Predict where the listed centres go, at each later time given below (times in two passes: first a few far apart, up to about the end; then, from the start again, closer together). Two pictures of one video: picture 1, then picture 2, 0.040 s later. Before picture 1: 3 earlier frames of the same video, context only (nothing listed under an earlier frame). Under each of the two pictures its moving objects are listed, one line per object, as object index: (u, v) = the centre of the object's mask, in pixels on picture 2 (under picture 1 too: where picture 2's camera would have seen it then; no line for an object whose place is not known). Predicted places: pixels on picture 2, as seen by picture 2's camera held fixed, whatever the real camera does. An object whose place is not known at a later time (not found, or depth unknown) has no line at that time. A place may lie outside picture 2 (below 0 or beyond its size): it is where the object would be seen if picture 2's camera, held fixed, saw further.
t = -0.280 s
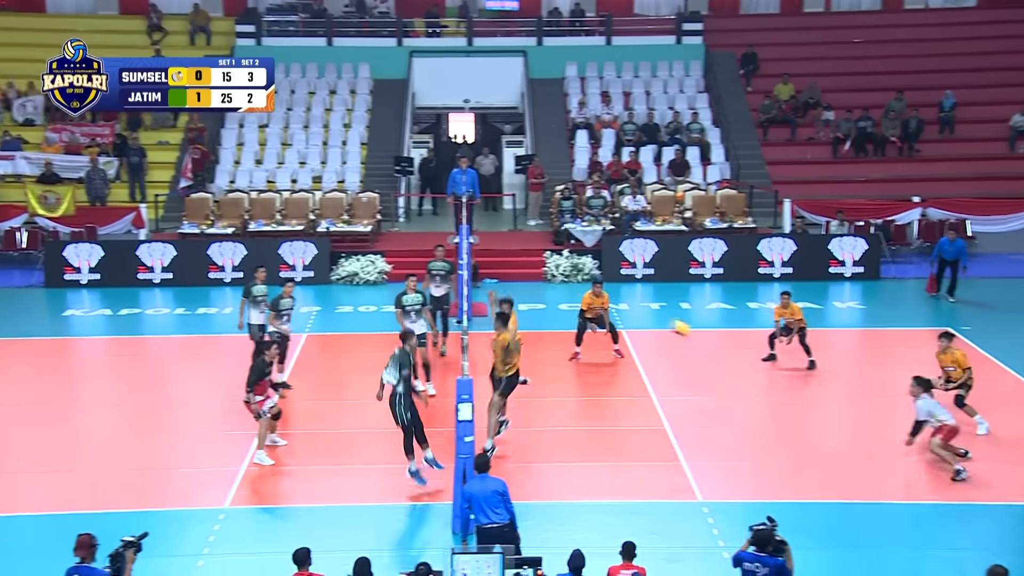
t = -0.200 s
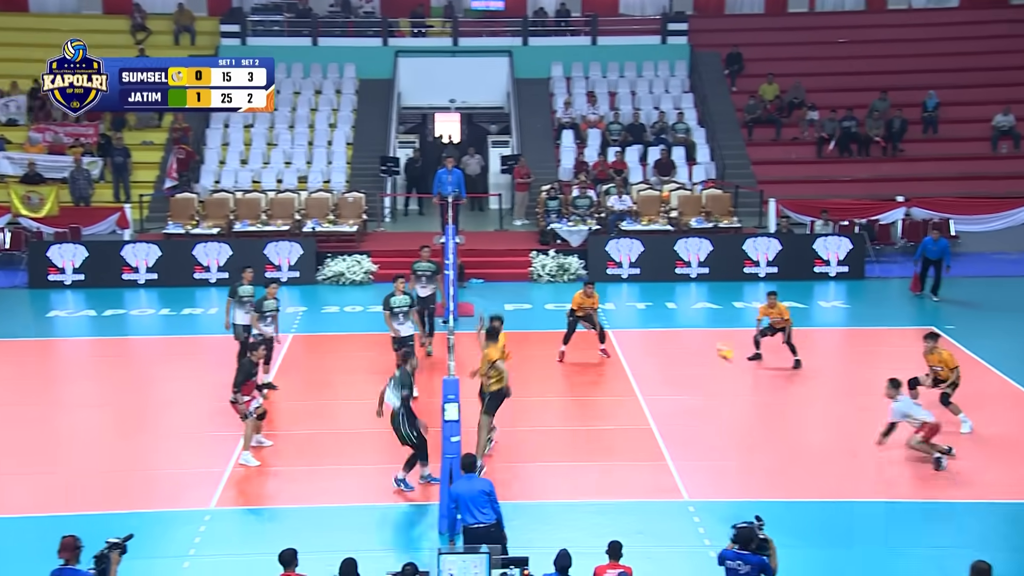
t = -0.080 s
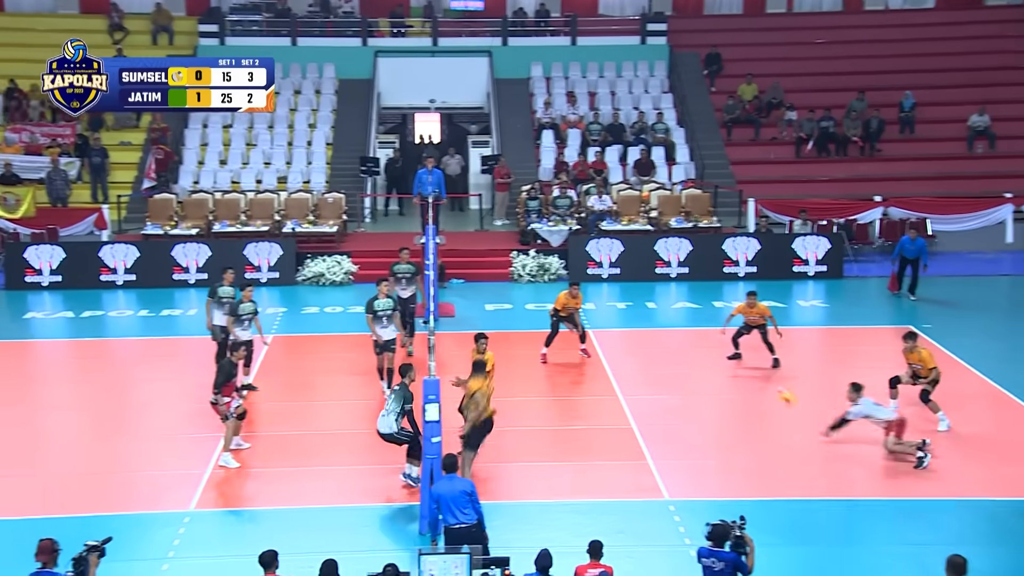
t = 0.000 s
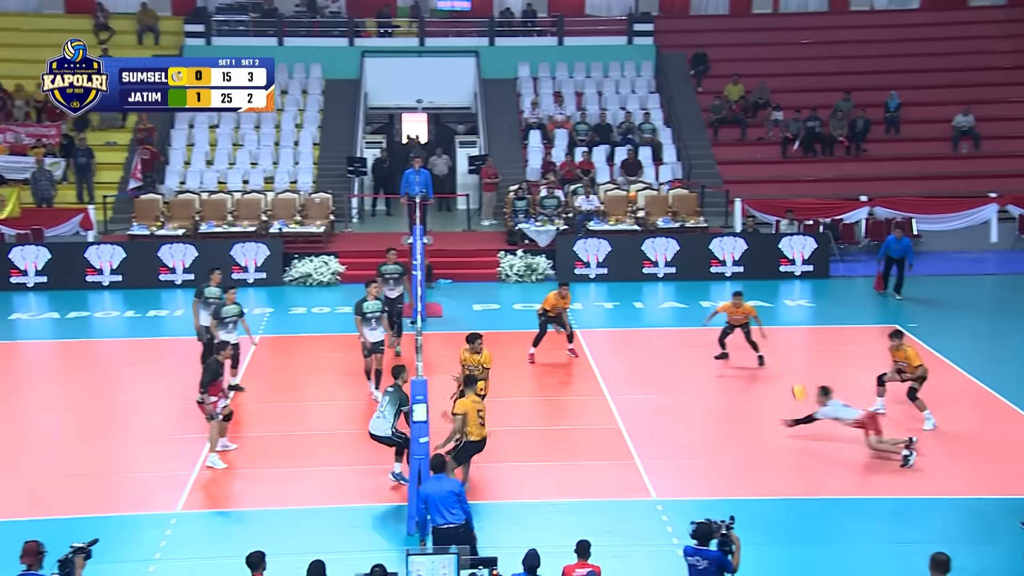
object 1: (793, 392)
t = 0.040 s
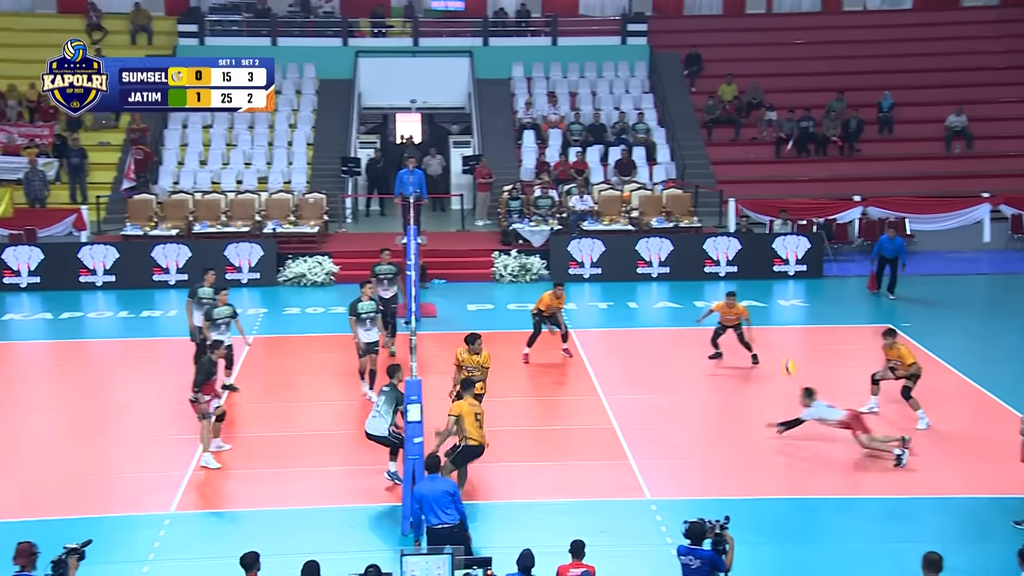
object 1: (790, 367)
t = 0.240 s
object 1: (773, 264)
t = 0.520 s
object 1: (757, 177)
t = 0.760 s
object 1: (746, 147)
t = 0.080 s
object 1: (785, 344)
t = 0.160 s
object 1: (779, 301)
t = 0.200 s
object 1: (776, 281)
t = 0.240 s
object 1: (773, 264)
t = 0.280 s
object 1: (770, 248)
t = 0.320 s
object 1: (769, 233)
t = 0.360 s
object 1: (766, 219)
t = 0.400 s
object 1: (764, 206)
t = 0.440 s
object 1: (762, 195)
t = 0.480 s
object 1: (759, 186)
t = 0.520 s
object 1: (757, 177)
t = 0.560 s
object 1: (755, 169)
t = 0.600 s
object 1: (753, 162)
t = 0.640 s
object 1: (751, 157)
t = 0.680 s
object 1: (749, 152)
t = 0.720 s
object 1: (747, 149)
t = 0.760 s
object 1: (746, 147)
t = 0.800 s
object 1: (744, 146)
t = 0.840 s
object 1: (742, 146)
